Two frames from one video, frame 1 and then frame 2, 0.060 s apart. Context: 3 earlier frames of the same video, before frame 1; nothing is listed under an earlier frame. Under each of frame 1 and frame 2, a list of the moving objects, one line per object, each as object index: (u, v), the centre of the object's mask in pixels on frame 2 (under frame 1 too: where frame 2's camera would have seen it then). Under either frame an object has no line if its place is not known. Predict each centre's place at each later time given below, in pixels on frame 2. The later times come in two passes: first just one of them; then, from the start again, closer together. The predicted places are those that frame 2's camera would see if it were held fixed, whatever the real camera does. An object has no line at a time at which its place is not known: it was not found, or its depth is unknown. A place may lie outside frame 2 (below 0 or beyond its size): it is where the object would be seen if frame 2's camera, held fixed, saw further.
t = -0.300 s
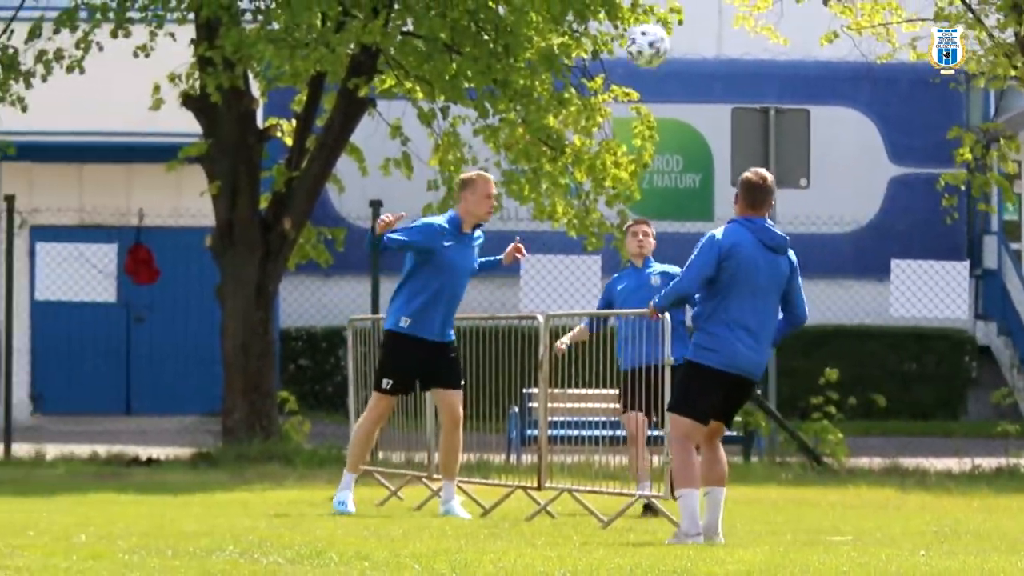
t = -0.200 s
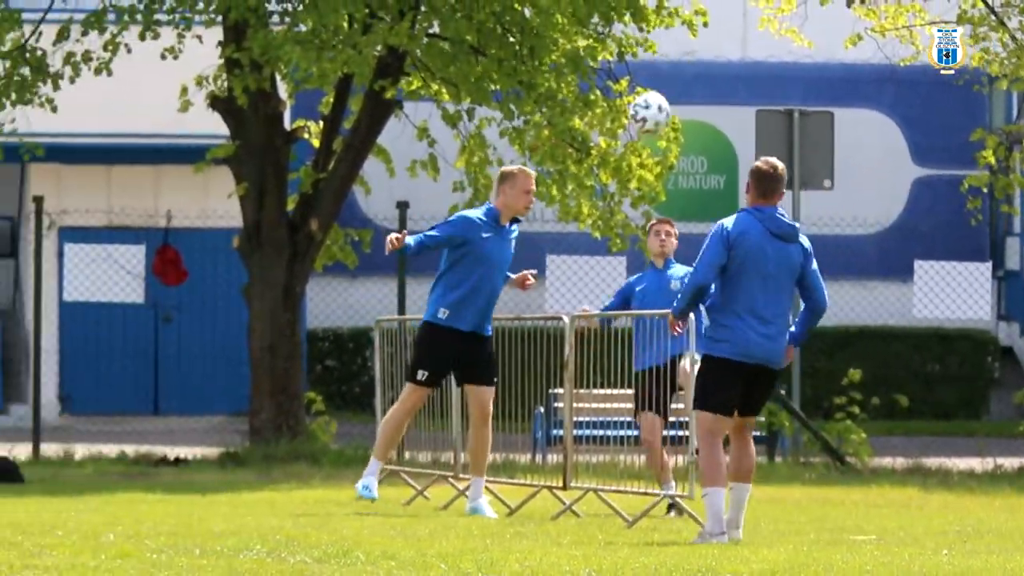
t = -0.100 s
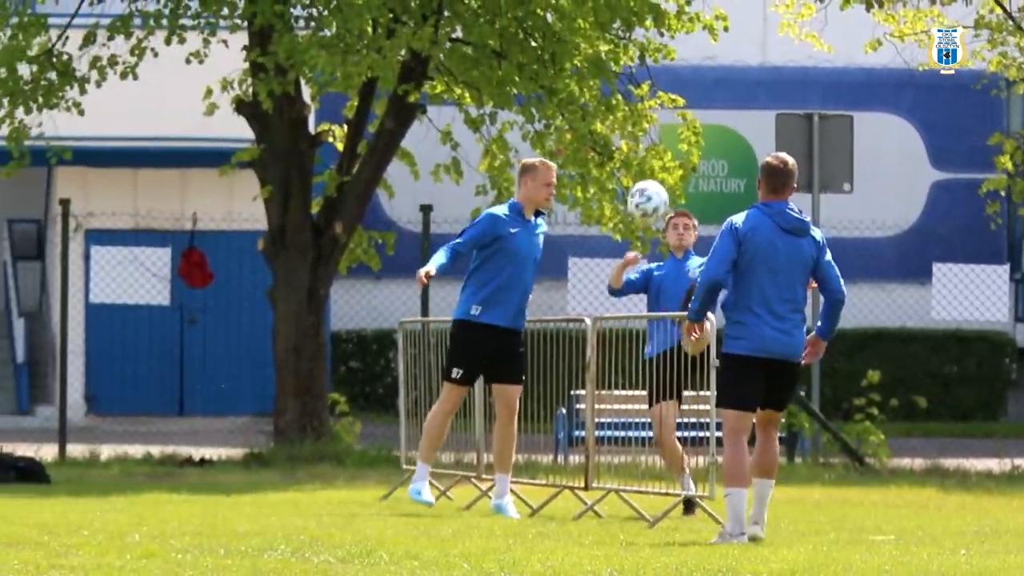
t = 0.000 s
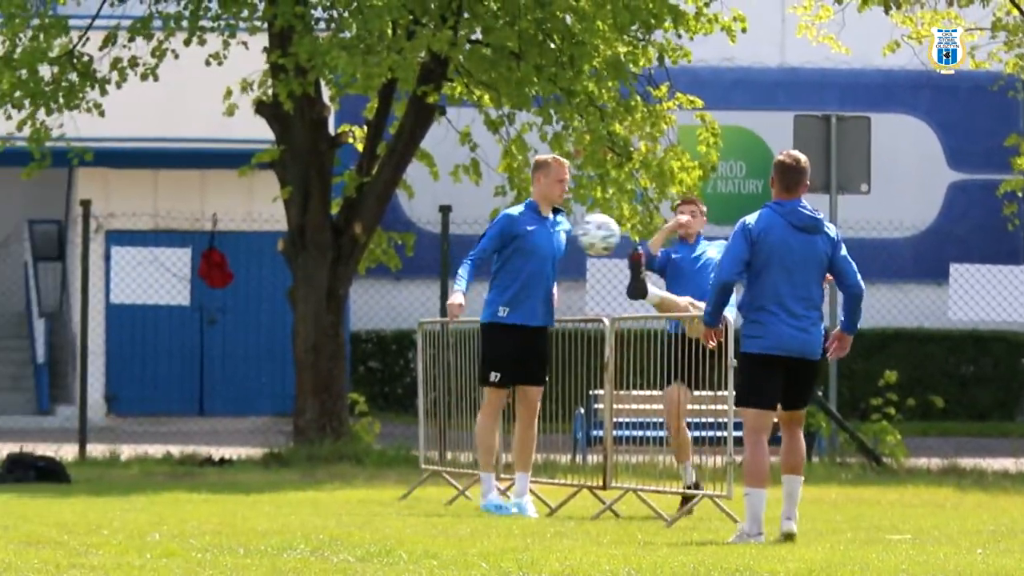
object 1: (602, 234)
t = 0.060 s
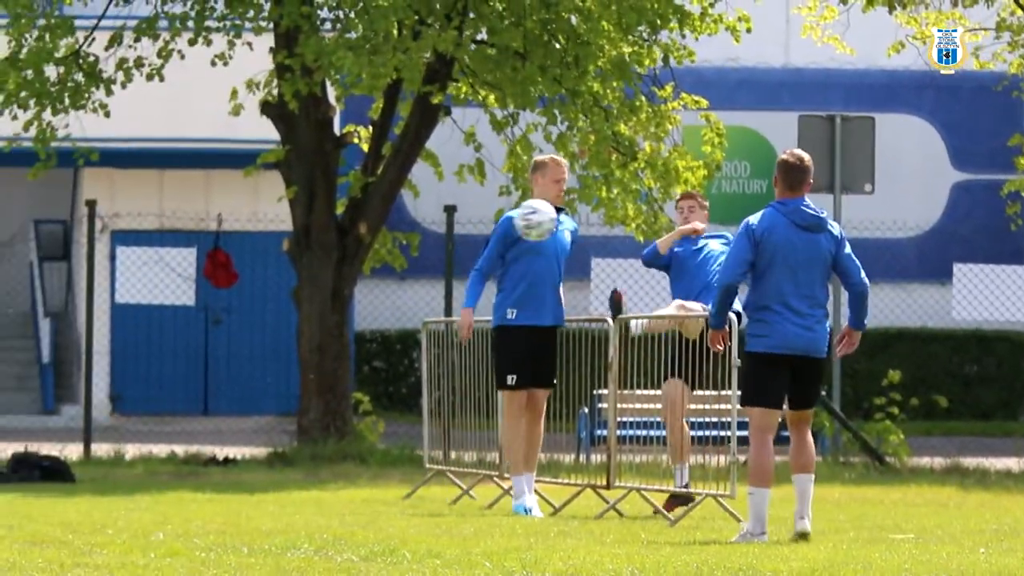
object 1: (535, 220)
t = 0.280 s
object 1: (282, 222)
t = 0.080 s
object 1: (513, 216)
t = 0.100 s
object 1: (490, 213)
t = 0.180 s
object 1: (398, 210)
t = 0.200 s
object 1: (375, 211)
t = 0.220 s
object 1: (352, 213)
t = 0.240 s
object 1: (329, 215)
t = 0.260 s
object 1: (306, 218)
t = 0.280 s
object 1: (282, 222)
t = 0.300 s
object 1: (258, 227)
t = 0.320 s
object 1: (235, 232)
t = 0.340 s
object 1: (212, 238)
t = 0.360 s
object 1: (188, 245)
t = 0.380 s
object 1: (165, 253)
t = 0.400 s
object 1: (140, 261)
